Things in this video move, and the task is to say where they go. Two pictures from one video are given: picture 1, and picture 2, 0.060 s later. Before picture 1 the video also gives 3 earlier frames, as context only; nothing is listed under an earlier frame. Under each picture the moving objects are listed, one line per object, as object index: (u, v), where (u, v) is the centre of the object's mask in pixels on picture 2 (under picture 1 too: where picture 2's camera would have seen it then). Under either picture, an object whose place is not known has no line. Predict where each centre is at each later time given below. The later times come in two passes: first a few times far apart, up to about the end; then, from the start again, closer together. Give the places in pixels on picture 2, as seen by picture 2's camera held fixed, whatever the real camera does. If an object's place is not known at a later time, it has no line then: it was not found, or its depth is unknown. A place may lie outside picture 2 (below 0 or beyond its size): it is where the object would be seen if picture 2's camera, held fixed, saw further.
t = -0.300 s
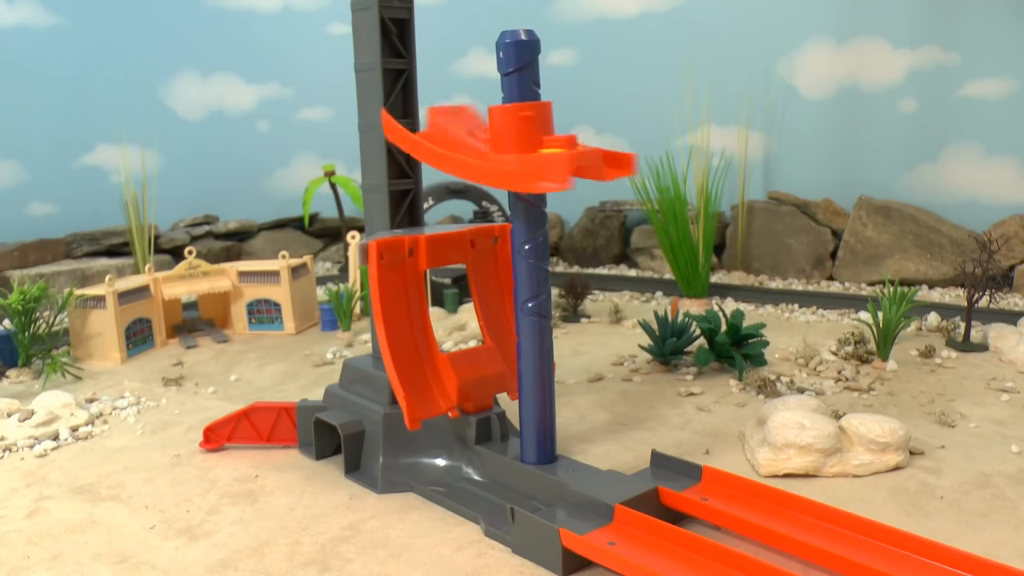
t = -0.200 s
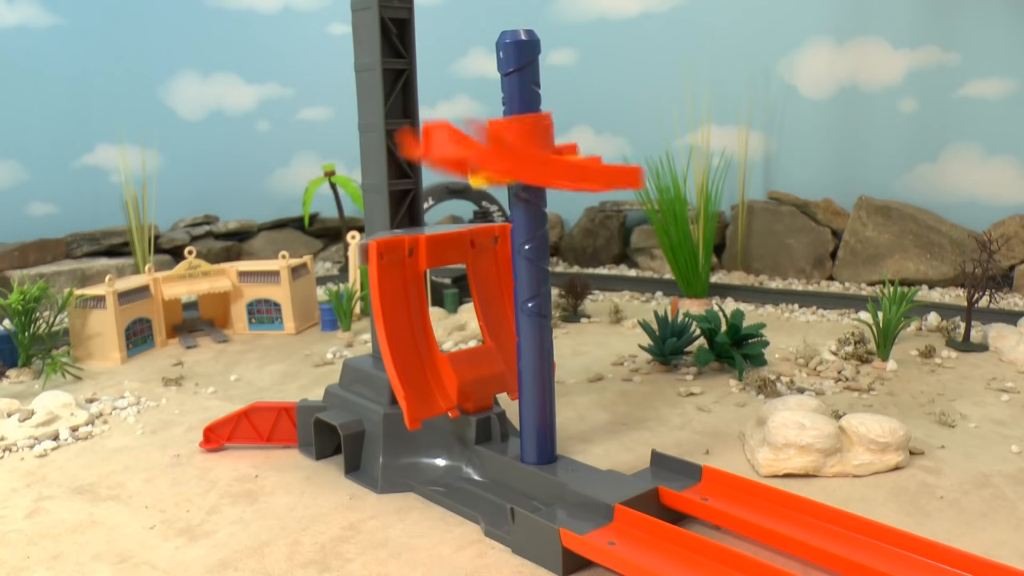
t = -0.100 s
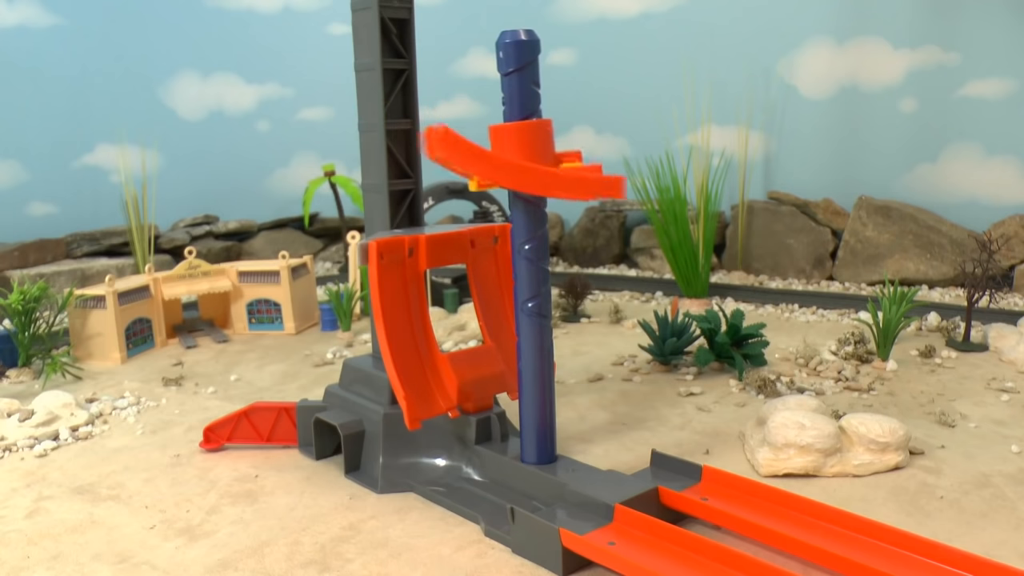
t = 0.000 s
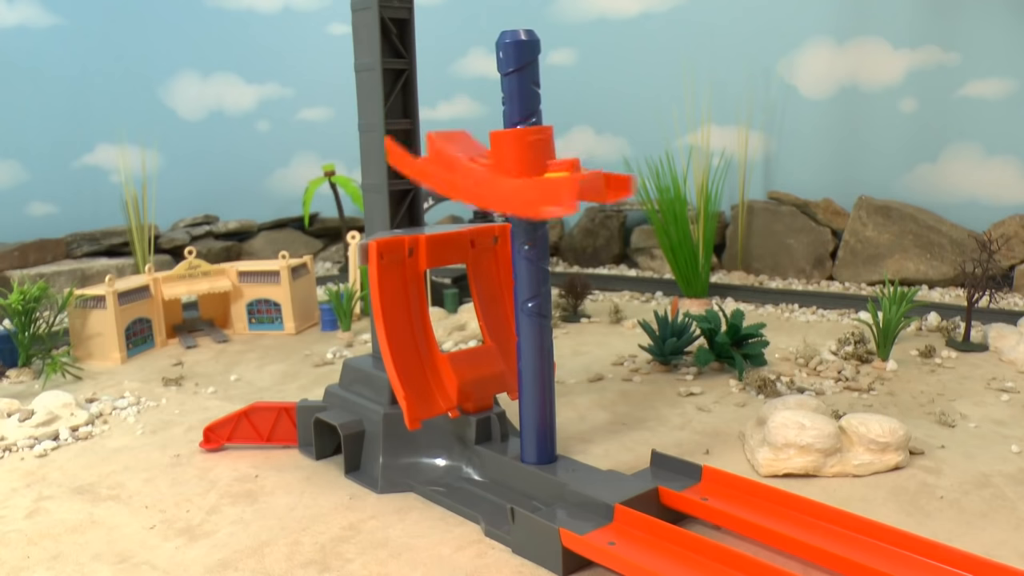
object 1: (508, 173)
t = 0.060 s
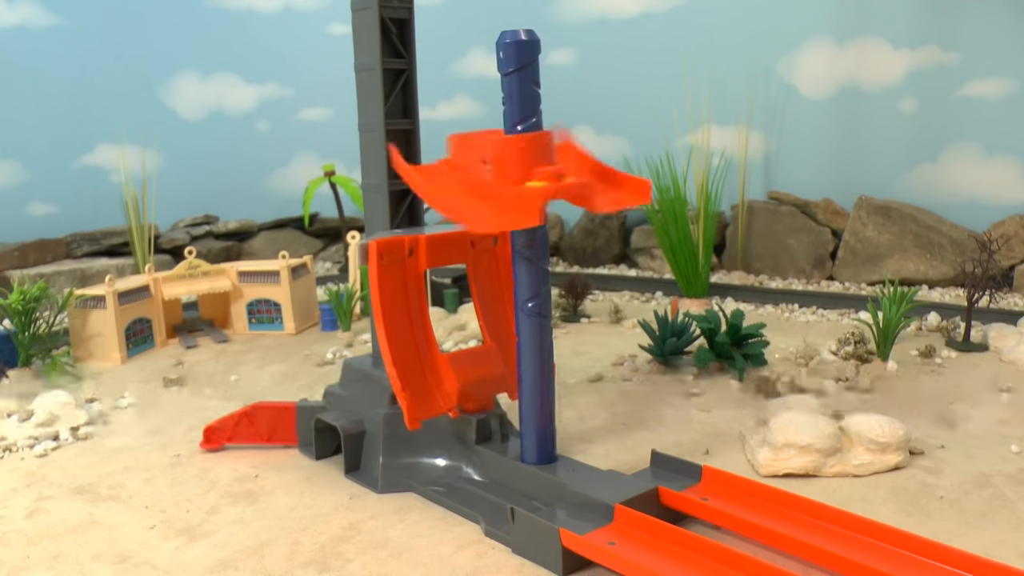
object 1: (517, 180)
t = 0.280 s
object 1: (528, 200)
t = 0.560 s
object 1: (520, 215)
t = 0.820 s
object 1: (526, 241)
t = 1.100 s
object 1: (520, 262)
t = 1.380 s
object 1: (523, 283)
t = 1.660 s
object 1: (539, 309)
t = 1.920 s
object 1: (536, 333)
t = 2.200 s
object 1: (523, 373)
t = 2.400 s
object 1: (508, 446)
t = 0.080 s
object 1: (520, 182)
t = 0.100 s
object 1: (525, 184)
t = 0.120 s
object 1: (528, 186)
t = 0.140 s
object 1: (529, 188)
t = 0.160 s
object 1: (534, 190)
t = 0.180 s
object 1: (538, 192)
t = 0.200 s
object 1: (537, 190)
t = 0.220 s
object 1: (536, 194)
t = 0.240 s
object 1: (533, 196)
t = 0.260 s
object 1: (530, 198)
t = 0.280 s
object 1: (528, 200)
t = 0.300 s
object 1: (529, 201)
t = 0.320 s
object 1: (528, 202)
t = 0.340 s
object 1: (525, 202)
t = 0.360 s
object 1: (521, 203)
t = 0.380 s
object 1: (518, 204)
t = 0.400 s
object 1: (514, 206)
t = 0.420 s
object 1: (512, 208)
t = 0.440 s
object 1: (511, 210)
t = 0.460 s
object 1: (510, 210)
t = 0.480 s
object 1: (511, 210)
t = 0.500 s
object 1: (528, 213)
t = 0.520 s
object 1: (522, 213)
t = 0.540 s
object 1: (518, 216)
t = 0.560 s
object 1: (520, 215)
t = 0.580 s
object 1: (523, 218)
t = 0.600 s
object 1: (524, 221)
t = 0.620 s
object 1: (528, 224)
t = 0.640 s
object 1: (530, 226)
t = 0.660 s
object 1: (523, 225)
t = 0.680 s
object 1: (513, 224)
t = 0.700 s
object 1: (511, 226)
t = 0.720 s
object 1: (510, 228)
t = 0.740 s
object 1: (512, 232)
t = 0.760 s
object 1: (514, 235)
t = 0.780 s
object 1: (517, 237)
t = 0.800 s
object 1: (521, 239)
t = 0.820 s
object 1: (526, 241)
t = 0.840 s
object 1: (530, 244)
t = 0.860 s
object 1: (531, 246)
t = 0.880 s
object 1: (534, 247)
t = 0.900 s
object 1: (539, 250)
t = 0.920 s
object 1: (540, 249)
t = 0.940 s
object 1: (539, 250)
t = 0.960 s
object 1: (538, 254)
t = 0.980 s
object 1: (535, 255)
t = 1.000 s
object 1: (532, 257)
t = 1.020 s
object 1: (532, 260)
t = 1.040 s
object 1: (531, 260)
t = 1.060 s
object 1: (529, 260)
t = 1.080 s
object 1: (525, 261)
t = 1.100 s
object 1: (520, 262)
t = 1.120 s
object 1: (517, 264)
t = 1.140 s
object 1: (513, 266)
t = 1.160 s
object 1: (511, 267)
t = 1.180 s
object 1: (511, 268)
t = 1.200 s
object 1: (512, 269)
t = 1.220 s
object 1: (521, 270)
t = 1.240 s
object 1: (524, 271)
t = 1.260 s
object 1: (517, 271)
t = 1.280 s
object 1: (523, 270)
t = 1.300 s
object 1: (523, 273)
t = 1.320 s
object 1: (523, 277)
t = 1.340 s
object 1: (523, 277)
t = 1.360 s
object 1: (520, 278)
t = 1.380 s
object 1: (523, 283)
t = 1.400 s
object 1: (517, 284)
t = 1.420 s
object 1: (515, 286)
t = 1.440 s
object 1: (515, 290)
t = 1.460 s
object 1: (516, 292)
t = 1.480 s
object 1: (519, 294)
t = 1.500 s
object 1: (523, 295)
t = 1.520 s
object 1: (528, 297)
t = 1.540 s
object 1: (532, 299)
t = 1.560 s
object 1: (535, 301)
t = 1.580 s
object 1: (536, 303)
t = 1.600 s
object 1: (540, 304)
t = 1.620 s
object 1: (544, 308)
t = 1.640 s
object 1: (543, 306)
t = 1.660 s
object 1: (539, 309)
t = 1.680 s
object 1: (537, 312)
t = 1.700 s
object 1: (534, 314)
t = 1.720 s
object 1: (534, 317)
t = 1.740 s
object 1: (533, 318)
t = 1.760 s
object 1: (530, 319)
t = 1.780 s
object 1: (527, 319)
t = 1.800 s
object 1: (522, 320)
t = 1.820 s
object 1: (519, 323)
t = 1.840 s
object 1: (517, 325)
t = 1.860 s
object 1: (517, 327)
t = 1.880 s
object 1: (517, 327)
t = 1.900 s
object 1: (524, 329)
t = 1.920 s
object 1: (536, 333)
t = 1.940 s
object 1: (538, 336)
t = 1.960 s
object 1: (536, 333)
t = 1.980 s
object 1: (533, 334)
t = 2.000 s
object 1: (534, 339)
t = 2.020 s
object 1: (533, 341)
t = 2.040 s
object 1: (532, 341)
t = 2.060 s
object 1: (526, 340)
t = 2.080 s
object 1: (520, 341)
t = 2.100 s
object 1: (517, 345)
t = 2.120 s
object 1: (517, 348)
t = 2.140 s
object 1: (518, 350)
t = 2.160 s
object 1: (520, 355)
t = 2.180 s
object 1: (523, 363)
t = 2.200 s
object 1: (523, 373)
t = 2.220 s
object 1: (520, 388)
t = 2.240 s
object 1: (520, 407)
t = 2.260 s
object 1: (520, 423)
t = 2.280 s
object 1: (516, 432)
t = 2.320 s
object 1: (509, 450)
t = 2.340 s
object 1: (509, 447)
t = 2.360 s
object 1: (508, 447)
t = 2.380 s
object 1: (508, 446)
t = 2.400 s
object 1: (508, 446)
